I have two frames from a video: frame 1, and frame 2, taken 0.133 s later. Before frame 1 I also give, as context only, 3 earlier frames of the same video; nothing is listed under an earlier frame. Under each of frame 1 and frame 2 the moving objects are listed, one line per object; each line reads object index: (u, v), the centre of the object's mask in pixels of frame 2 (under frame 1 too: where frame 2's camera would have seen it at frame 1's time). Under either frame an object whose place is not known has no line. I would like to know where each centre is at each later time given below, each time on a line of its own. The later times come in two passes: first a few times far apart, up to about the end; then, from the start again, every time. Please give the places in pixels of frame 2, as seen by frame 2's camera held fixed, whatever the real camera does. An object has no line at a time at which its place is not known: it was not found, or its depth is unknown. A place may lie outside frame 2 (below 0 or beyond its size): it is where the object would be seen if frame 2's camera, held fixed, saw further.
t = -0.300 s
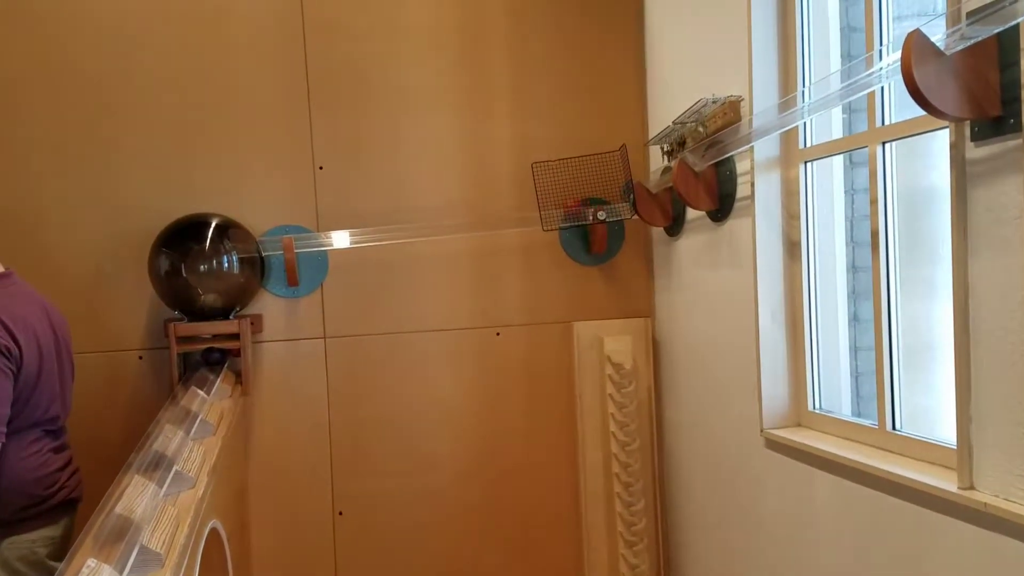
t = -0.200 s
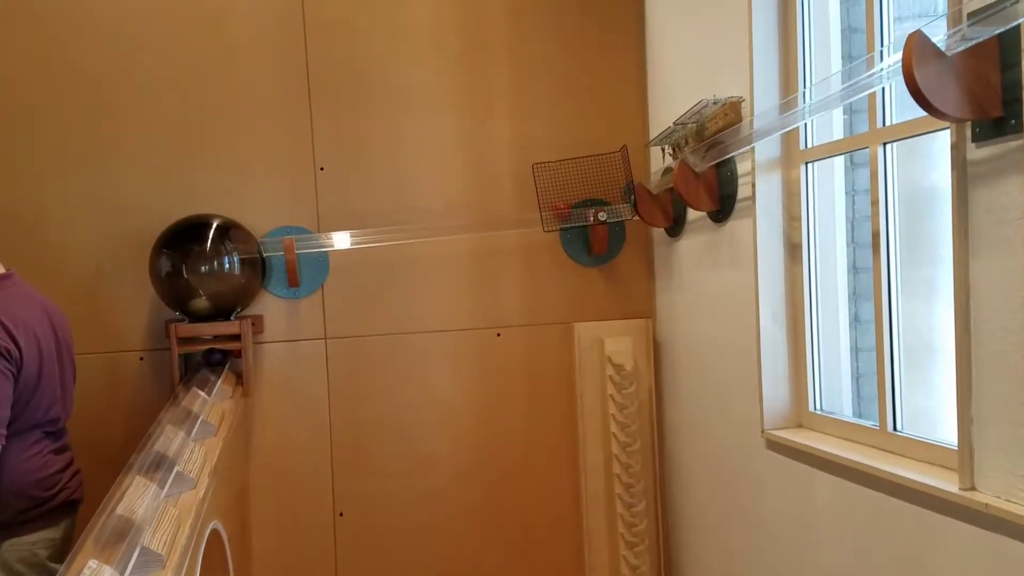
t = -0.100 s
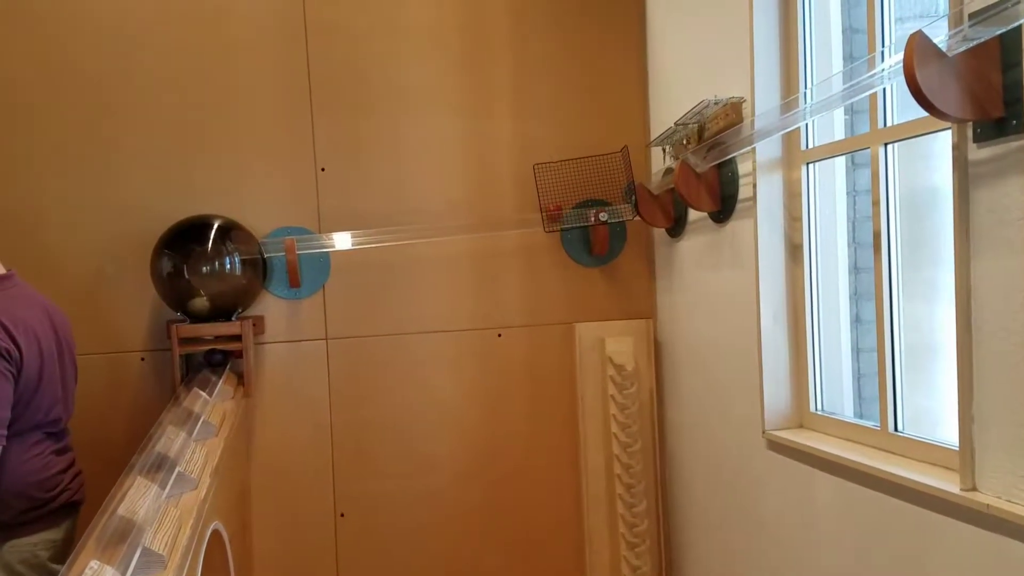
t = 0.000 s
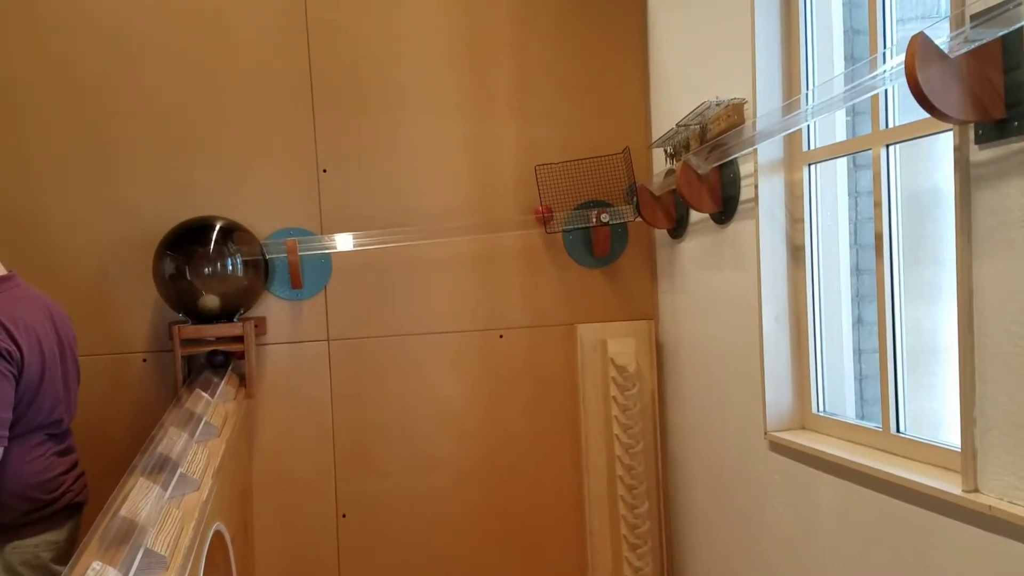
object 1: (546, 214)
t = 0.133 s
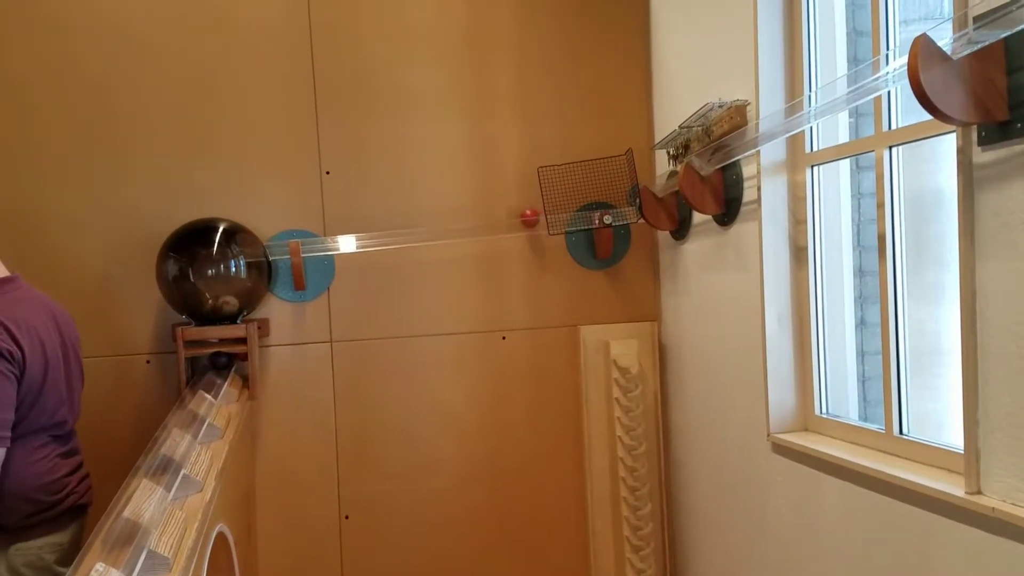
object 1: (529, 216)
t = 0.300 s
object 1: (507, 218)
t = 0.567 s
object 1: (467, 222)
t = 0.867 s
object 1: (413, 227)
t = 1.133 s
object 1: (360, 231)
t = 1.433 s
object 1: (290, 236)
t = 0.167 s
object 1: (525, 216)
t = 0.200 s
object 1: (521, 217)
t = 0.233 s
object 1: (516, 217)
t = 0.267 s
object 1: (512, 217)
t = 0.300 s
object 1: (507, 218)
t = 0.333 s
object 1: (502, 218)
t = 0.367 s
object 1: (498, 219)
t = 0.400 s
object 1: (493, 219)
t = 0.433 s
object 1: (488, 220)
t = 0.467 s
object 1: (483, 220)
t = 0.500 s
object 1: (478, 221)
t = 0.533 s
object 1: (472, 222)
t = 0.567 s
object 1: (467, 222)
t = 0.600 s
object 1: (461, 222)
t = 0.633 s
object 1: (455, 223)
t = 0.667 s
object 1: (450, 224)
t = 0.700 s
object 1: (444, 224)
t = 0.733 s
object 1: (438, 225)
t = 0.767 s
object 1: (432, 225)
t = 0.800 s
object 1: (426, 226)
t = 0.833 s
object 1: (420, 227)
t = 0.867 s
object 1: (413, 227)
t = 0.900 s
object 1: (407, 228)
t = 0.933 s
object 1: (401, 229)
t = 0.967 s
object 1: (394, 229)
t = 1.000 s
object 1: (387, 230)
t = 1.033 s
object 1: (381, 230)
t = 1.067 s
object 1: (374, 231)
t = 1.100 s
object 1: (367, 231)
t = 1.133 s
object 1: (360, 231)
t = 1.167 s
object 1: (353, 232)
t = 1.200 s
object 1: (345, 233)
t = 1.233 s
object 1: (338, 232)
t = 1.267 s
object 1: (331, 232)
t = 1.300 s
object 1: (323, 235)
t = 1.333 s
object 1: (315, 236)
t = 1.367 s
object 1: (307, 236)
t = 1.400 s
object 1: (299, 236)
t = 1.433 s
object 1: (290, 236)
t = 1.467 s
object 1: (282, 238)
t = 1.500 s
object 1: (274, 239)
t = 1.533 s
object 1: (267, 238)
